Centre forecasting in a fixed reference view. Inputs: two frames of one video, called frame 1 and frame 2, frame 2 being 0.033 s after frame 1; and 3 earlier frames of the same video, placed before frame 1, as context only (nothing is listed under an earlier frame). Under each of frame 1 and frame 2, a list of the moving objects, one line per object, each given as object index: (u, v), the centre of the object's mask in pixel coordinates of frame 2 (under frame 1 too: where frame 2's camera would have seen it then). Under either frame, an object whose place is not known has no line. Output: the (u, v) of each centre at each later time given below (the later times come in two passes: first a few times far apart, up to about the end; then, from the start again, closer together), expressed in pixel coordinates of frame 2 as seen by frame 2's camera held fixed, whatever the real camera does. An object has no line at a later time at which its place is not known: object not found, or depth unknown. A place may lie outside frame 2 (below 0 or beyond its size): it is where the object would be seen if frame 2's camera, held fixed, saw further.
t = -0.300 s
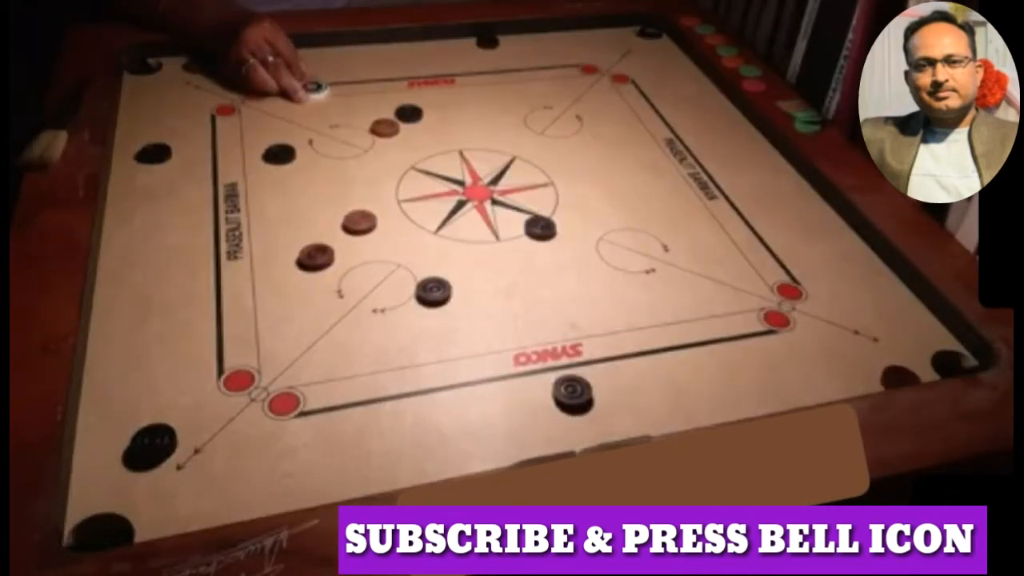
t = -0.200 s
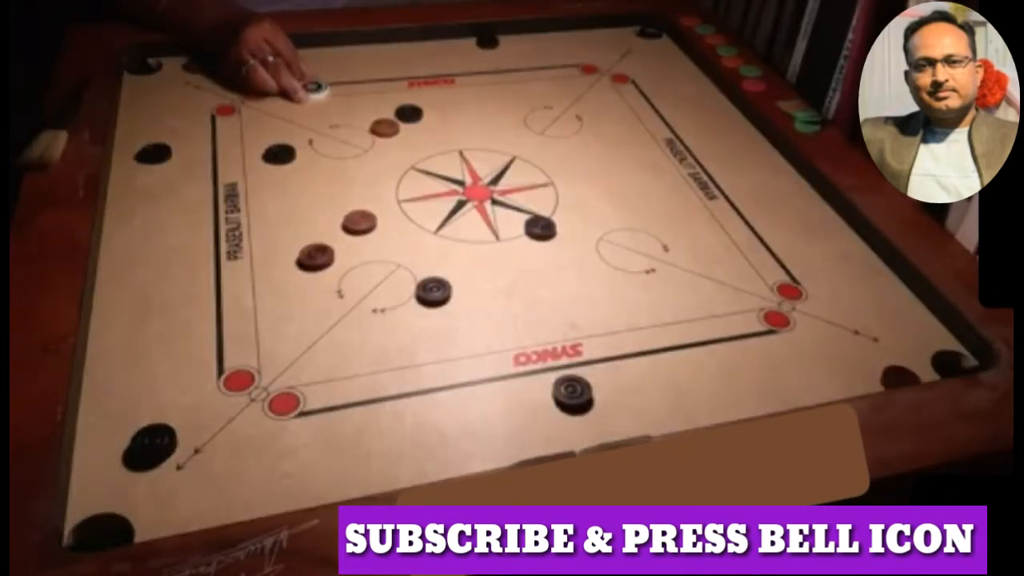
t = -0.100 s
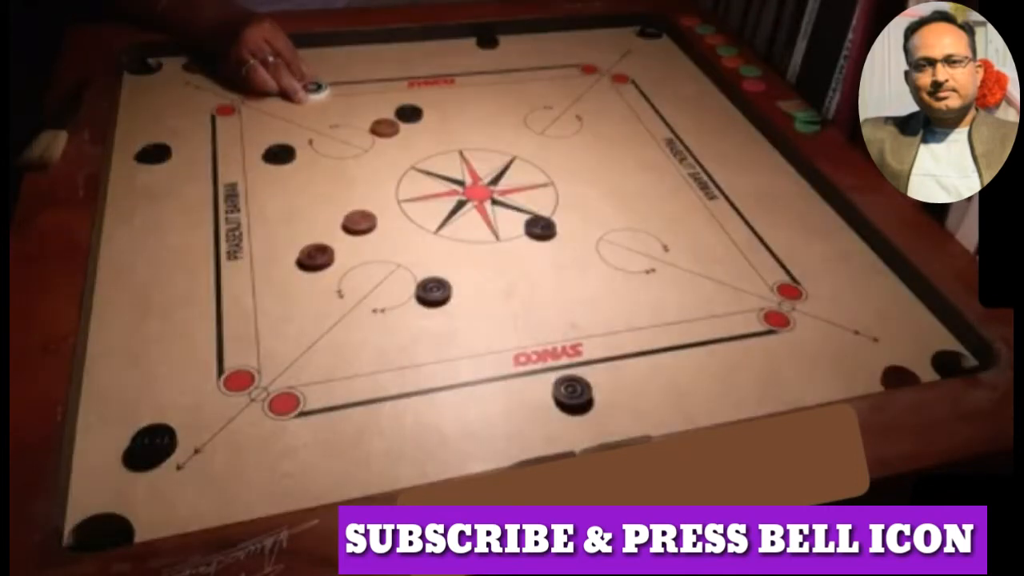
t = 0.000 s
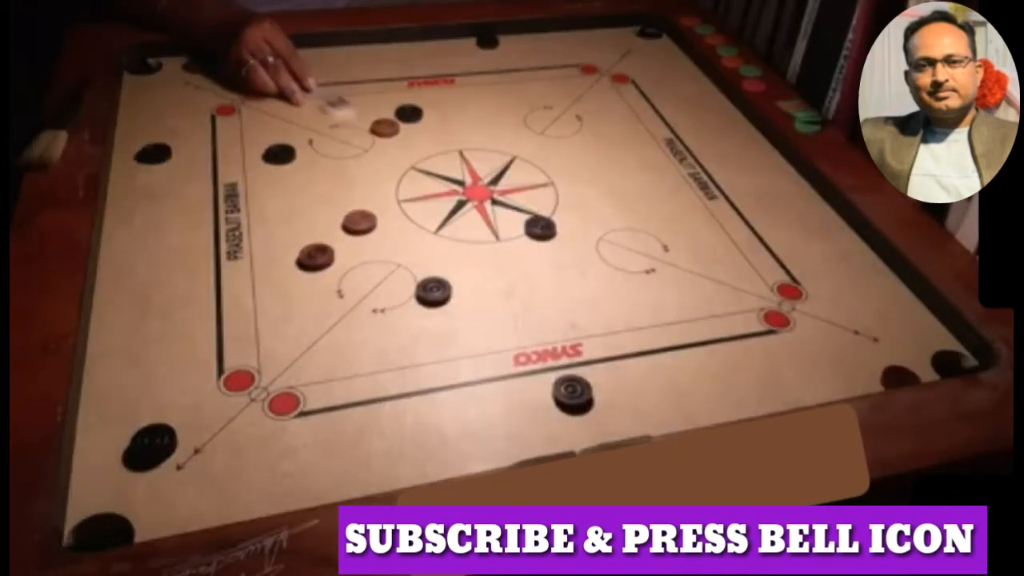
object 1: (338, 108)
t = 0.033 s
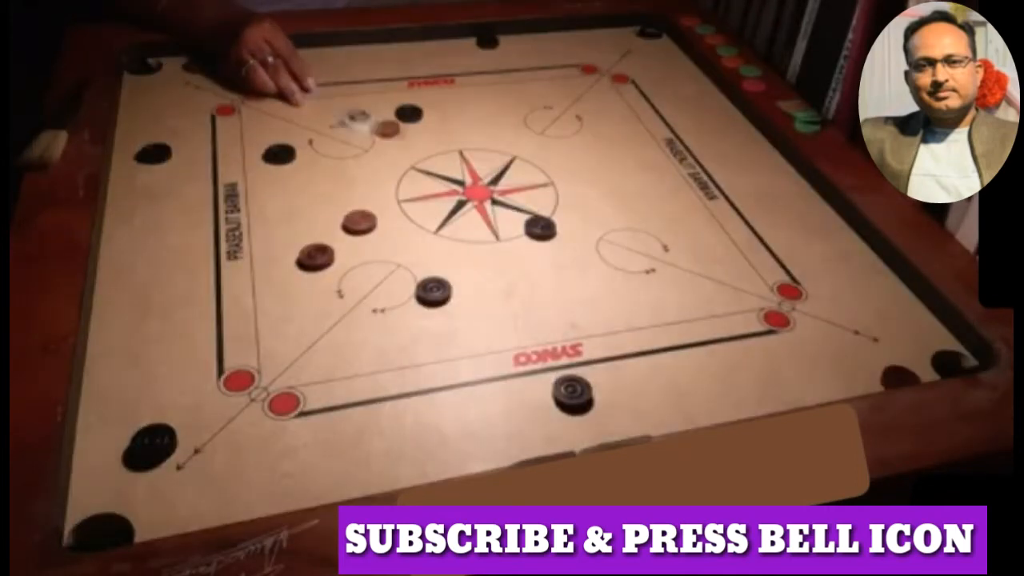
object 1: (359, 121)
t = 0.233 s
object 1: (399, 161)
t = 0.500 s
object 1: (427, 189)
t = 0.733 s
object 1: (428, 190)
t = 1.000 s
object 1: (428, 190)
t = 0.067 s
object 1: (366, 128)
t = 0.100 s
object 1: (371, 134)
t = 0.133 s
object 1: (378, 142)
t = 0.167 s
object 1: (386, 149)
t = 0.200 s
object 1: (392, 154)
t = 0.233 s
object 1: (399, 161)
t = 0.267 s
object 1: (405, 167)
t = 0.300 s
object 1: (411, 172)
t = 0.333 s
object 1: (416, 177)
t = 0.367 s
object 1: (418, 181)
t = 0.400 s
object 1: (420, 183)
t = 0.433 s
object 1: (424, 186)
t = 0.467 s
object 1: (425, 188)
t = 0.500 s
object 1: (427, 189)
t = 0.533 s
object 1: (428, 190)
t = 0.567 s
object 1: (428, 190)
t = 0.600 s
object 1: (429, 190)
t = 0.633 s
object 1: (428, 190)
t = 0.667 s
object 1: (428, 190)
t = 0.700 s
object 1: (429, 189)
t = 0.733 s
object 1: (428, 190)
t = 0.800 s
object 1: (429, 190)
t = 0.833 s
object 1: (429, 190)
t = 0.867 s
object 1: (428, 190)
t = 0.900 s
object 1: (428, 190)
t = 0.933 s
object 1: (428, 190)
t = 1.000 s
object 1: (428, 190)
